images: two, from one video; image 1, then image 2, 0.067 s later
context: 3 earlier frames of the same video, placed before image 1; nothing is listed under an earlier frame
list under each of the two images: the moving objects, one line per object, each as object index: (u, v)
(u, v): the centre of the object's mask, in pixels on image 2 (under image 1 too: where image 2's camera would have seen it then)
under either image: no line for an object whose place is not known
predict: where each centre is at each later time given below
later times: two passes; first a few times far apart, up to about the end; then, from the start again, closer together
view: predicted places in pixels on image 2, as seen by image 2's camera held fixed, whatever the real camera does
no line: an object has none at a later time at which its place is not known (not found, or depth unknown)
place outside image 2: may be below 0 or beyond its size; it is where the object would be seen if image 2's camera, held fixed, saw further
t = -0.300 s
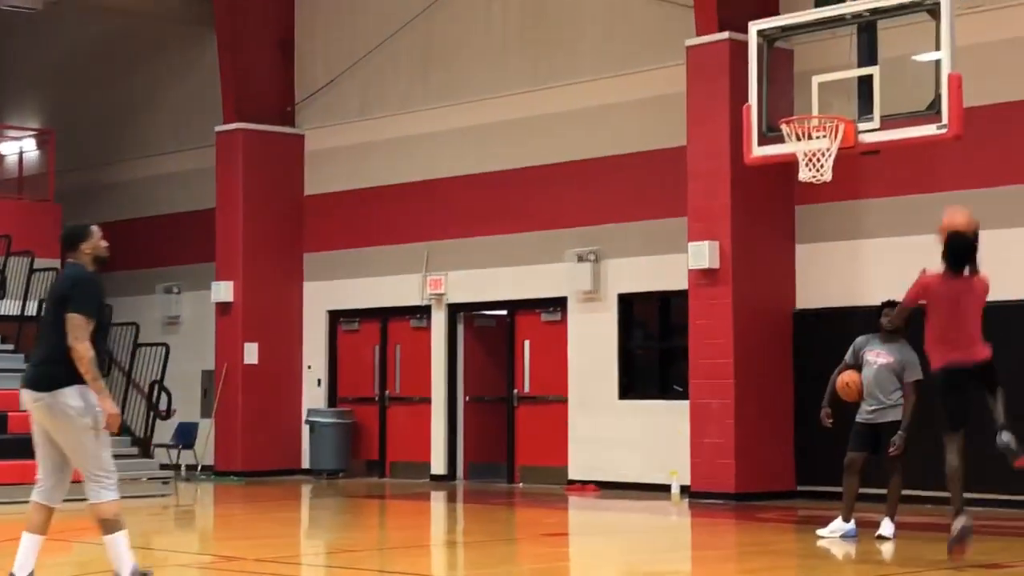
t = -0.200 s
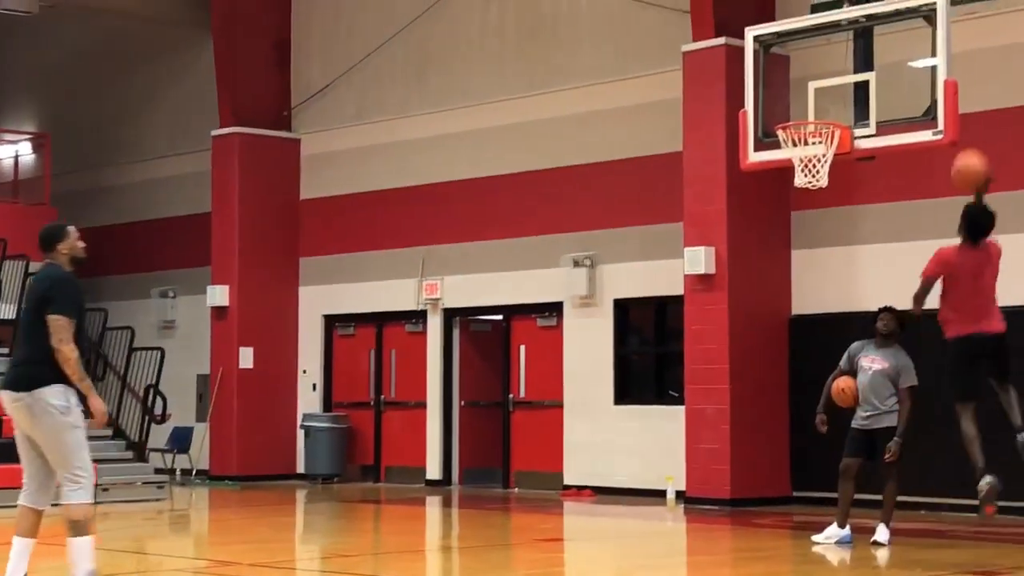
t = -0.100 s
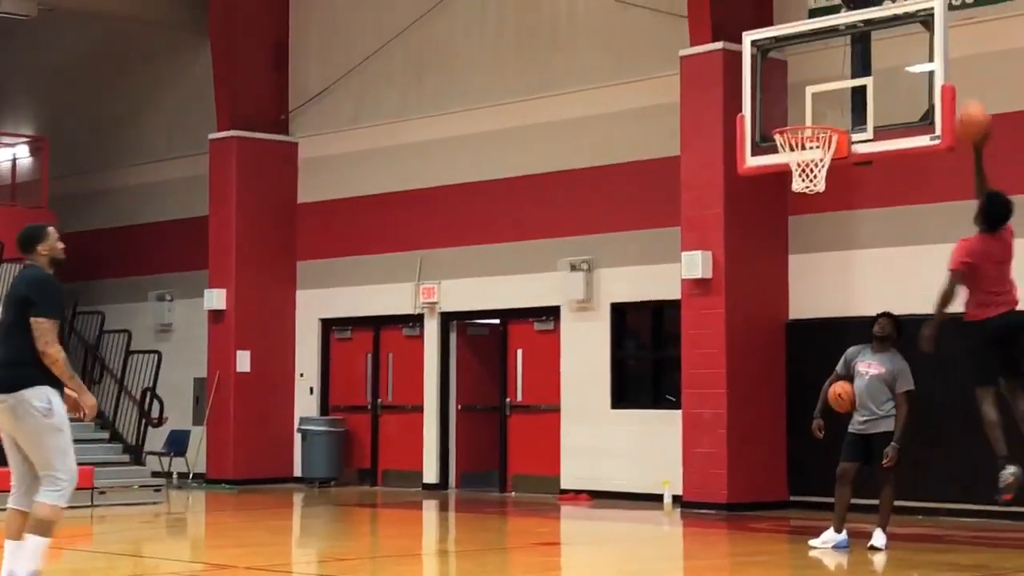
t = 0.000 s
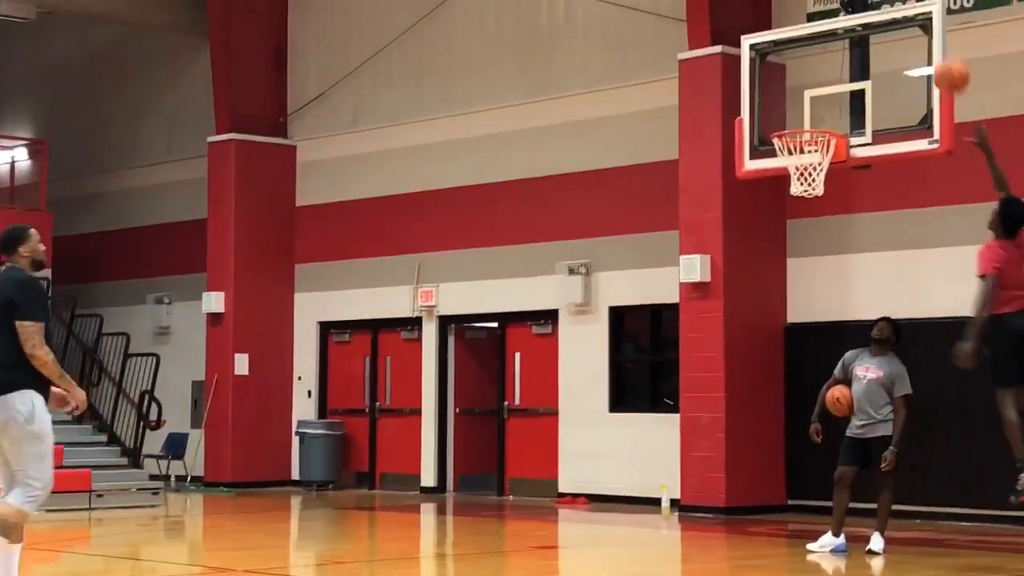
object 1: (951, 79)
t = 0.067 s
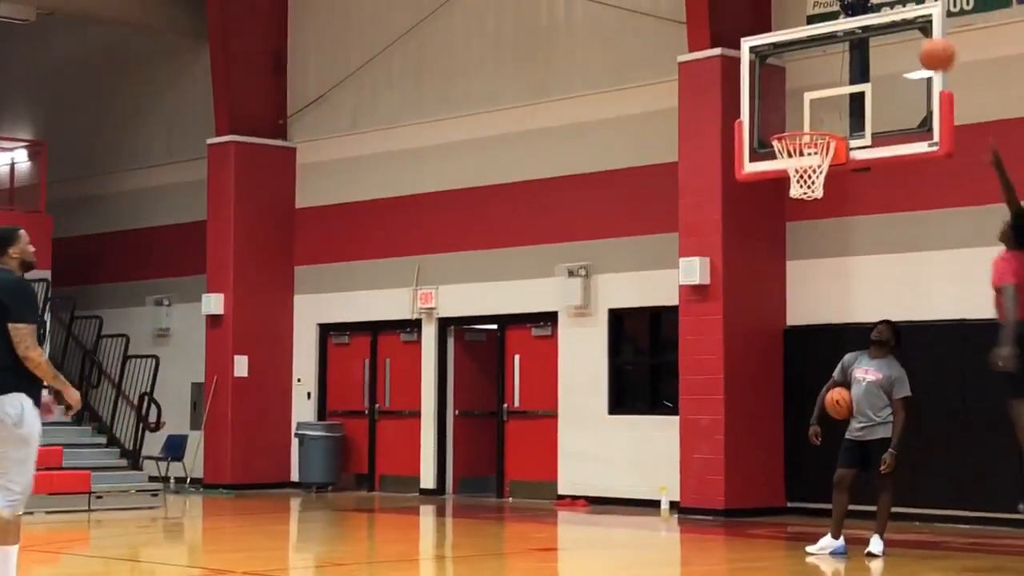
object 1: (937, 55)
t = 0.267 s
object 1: (899, 24)
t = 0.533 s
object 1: (851, 58)
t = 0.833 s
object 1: (785, 158)
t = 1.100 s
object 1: (798, 195)
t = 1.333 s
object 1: (826, 262)
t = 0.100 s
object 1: (930, 46)
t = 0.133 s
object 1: (923, 38)
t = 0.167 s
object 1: (917, 33)
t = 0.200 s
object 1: (911, 28)
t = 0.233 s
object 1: (905, 25)
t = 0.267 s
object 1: (899, 24)
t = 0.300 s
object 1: (893, 24)
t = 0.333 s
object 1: (888, 27)
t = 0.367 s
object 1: (883, 30)
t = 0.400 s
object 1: (876, 36)
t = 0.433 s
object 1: (871, 41)
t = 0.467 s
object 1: (865, 48)
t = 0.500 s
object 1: (858, 53)
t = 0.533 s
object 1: (851, 58)
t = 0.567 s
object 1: (843, 64)
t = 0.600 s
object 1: (835, 72)
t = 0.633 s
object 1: (828, 81)
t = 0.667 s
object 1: (820, 93)
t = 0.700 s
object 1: (813, 105)
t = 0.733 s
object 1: (805, 118)
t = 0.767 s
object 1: (799, 129)
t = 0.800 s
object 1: (790, 152)
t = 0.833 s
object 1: (785, 158)
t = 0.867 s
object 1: (783, 158)
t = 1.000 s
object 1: (789, 185)
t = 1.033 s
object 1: (790, 188)
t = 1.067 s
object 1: (794, 191)
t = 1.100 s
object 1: (798, 195)
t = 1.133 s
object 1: (803, 199)
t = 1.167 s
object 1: (807, 204)
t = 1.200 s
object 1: (811, 212)
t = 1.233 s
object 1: (815, 222)
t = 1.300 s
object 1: (822, 248)
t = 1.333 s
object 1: (826, 262)
